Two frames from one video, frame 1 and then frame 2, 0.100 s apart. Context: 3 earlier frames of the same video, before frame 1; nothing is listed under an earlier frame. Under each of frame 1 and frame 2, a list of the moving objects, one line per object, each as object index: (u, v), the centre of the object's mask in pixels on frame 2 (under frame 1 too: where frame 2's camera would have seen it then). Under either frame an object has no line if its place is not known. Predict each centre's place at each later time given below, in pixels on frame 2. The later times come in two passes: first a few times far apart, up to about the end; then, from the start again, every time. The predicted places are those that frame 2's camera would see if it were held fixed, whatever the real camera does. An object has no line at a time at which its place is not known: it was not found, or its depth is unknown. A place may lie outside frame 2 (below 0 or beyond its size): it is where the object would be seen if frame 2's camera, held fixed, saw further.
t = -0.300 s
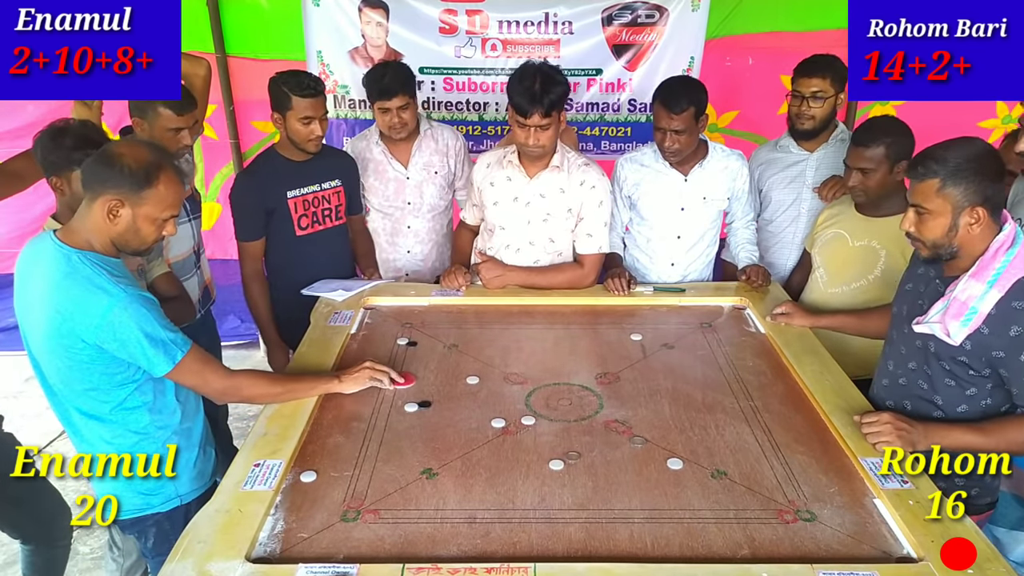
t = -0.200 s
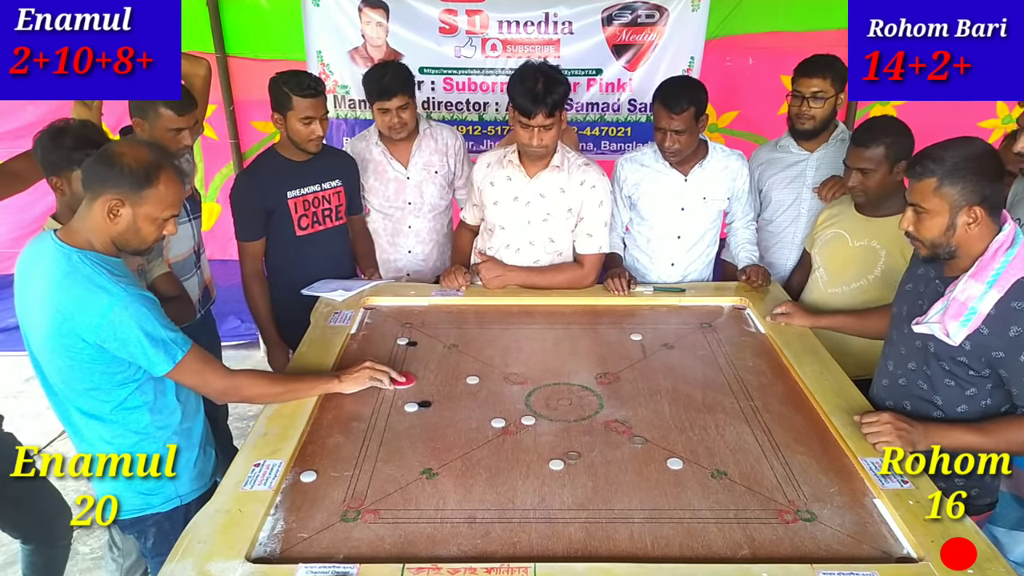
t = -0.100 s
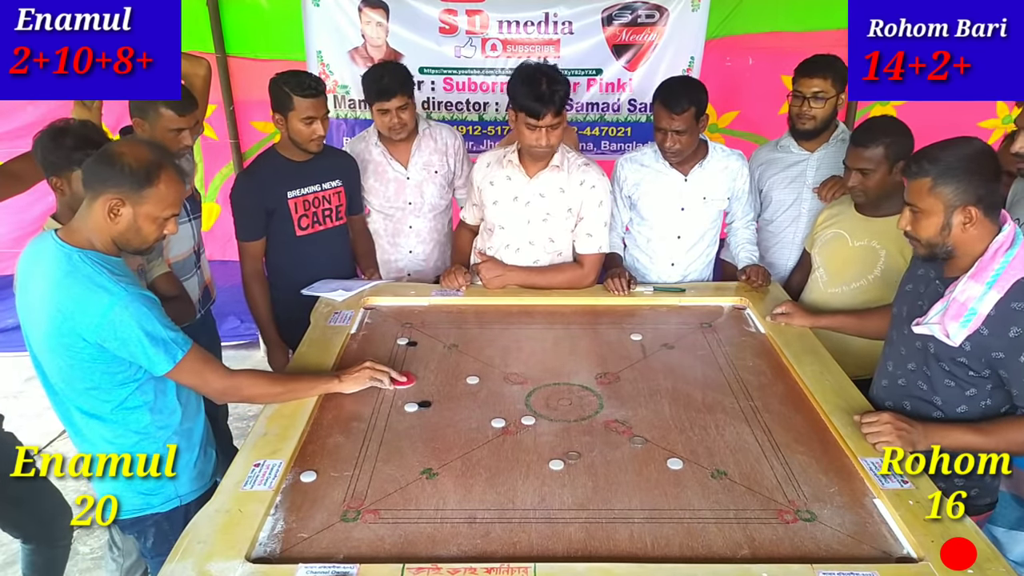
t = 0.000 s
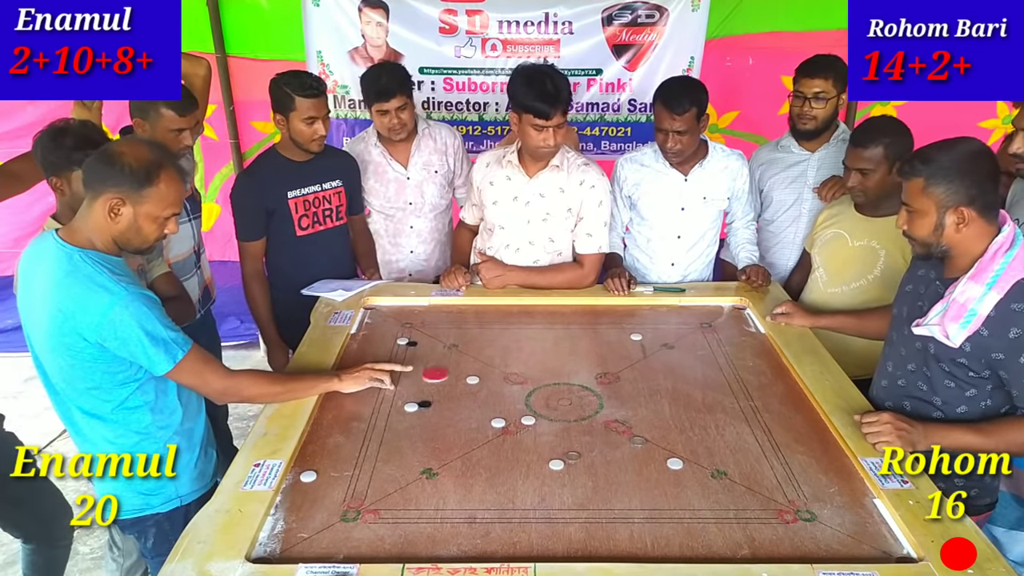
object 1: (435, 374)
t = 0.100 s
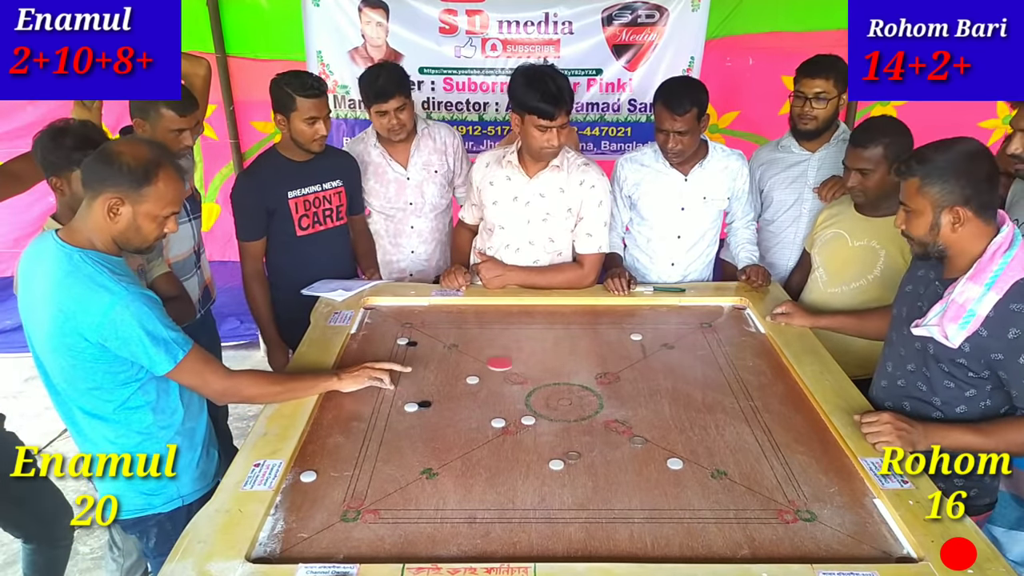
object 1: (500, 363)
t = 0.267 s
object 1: (592, 346)
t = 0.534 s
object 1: (686, 335)
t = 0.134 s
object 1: (520, 359)
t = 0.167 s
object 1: (539, 354)
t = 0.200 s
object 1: (557, 352)
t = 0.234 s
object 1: (575, 349)
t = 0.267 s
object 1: (592, 346)
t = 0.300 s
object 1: (607, 344)
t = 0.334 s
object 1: (623, 341)
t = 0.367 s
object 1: (635, 340)
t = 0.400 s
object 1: (647, 339)
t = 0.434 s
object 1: (657, 338)
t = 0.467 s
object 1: (667, 337)
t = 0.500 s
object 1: (677, 337)
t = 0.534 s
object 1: (686, 335)
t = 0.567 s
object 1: (696, 334)
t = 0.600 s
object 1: (703, 332)
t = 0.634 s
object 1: (711, 332)
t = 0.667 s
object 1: (716, 331)
